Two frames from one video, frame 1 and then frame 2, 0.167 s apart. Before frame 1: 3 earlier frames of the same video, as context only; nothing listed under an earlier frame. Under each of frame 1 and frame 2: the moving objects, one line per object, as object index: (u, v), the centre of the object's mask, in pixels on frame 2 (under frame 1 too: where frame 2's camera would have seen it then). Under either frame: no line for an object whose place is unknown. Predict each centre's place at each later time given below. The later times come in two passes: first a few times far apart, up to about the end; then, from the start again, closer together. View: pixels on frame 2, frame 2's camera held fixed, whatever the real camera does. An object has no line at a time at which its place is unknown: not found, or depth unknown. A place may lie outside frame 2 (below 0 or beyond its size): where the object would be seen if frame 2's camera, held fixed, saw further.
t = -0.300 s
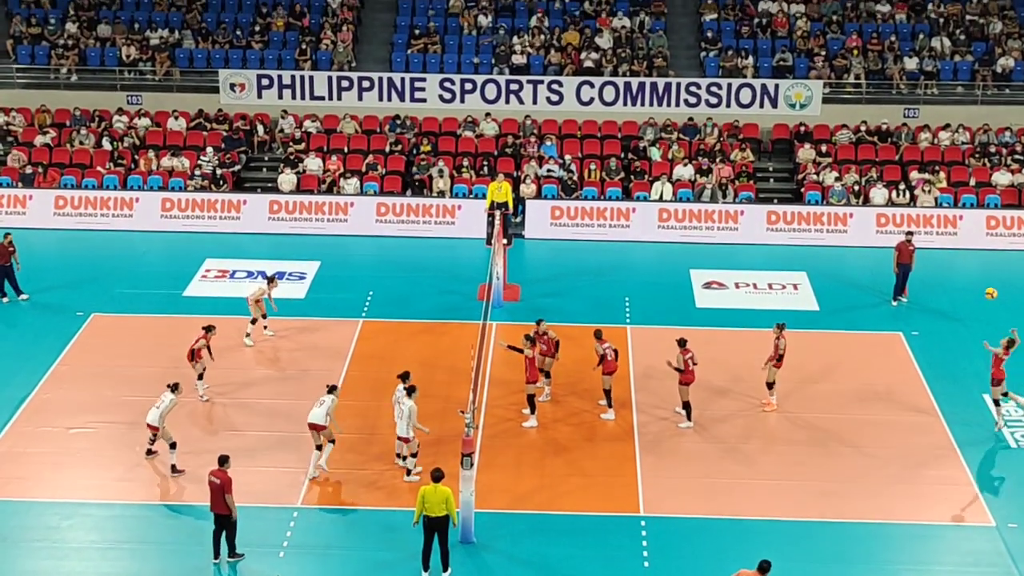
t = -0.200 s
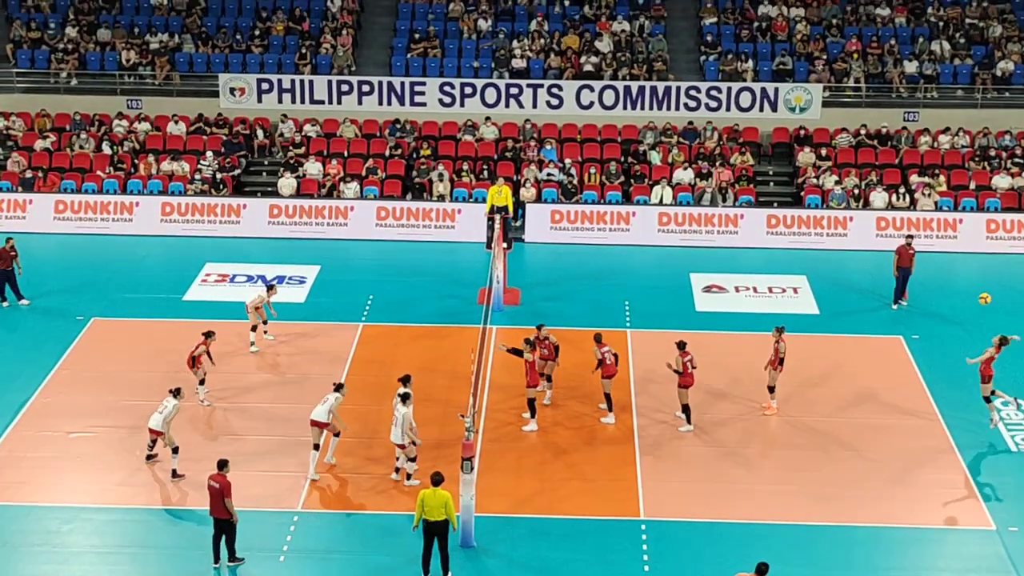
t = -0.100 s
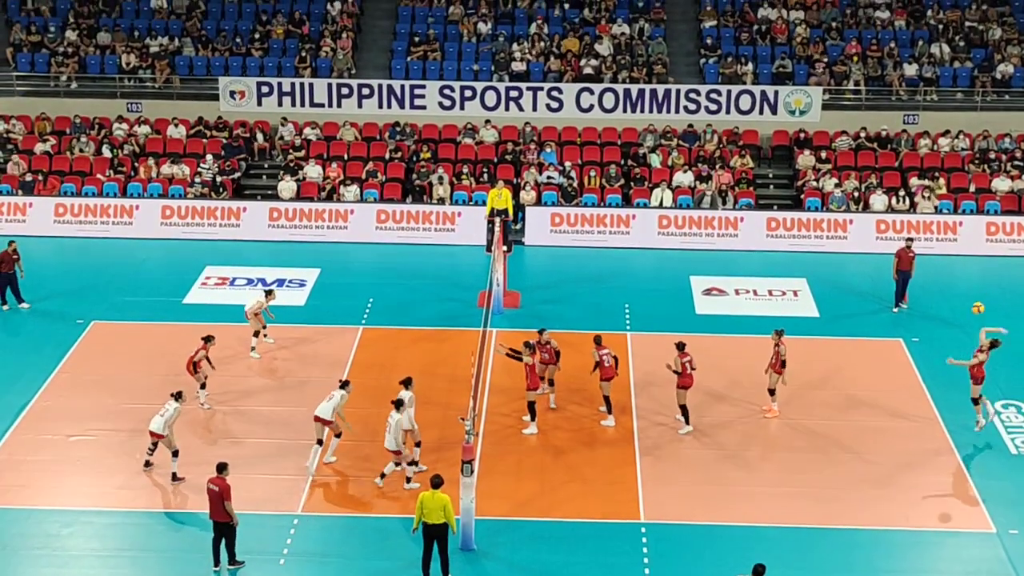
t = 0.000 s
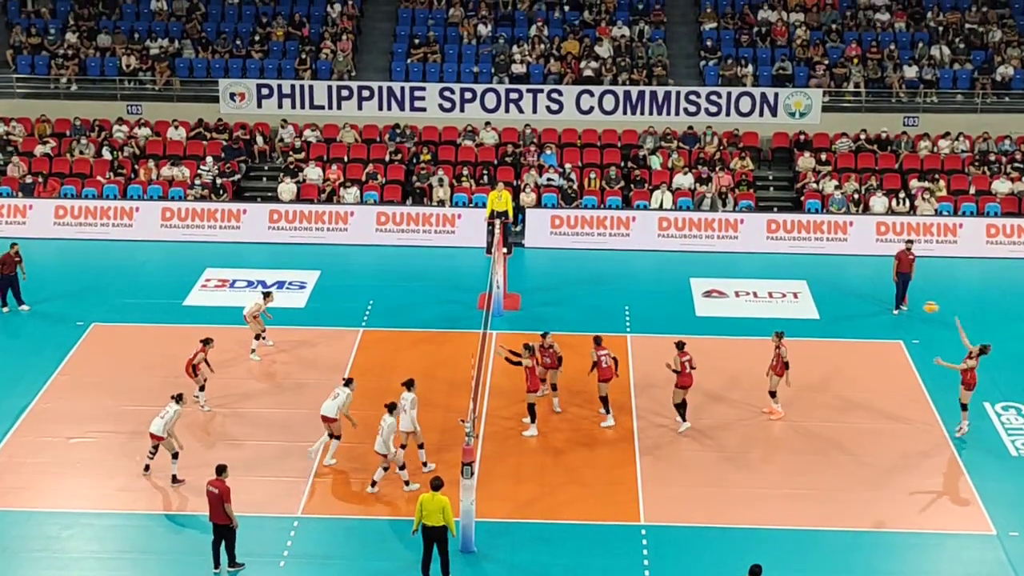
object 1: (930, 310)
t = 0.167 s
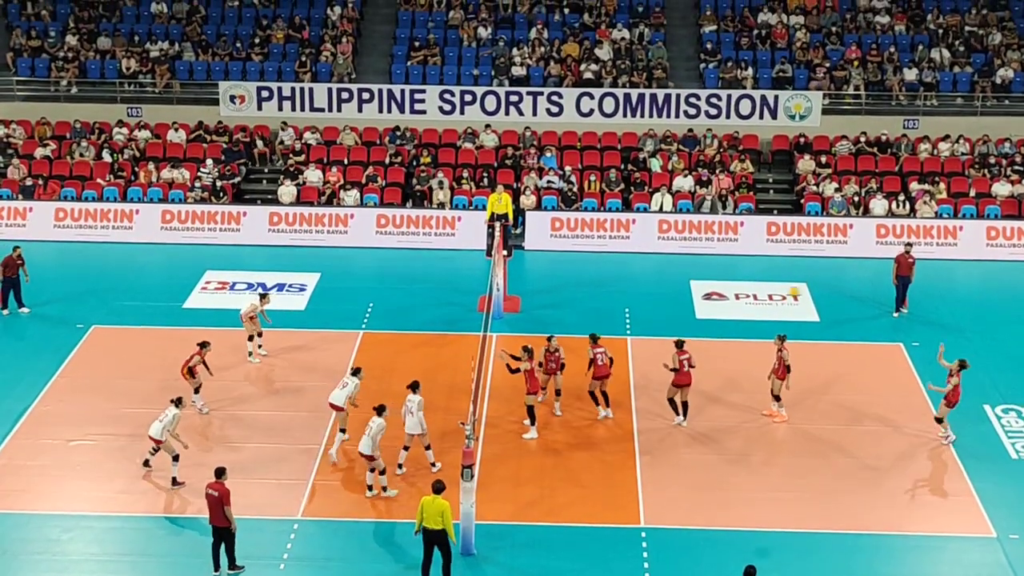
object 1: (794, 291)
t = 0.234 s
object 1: (740, 287)
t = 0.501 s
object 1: (540, 285)
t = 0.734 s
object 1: (381, 308)
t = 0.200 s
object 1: (767, 289)
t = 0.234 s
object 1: (740, 287)
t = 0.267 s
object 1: (714, 286)
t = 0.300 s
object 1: (687, 284)
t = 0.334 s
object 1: (662, 283)
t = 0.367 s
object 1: (638, 283)
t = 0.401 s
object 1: (613, 282)
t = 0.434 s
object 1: (588, 283)
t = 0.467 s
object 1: (563, 284)
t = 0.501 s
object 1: (540, 285)
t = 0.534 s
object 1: (515, 287)
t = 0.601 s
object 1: (469, 292)
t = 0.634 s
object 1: (447, 296)
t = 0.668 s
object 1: (425, 299)
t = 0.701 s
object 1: (403, 304)
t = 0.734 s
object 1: (381, 308)
